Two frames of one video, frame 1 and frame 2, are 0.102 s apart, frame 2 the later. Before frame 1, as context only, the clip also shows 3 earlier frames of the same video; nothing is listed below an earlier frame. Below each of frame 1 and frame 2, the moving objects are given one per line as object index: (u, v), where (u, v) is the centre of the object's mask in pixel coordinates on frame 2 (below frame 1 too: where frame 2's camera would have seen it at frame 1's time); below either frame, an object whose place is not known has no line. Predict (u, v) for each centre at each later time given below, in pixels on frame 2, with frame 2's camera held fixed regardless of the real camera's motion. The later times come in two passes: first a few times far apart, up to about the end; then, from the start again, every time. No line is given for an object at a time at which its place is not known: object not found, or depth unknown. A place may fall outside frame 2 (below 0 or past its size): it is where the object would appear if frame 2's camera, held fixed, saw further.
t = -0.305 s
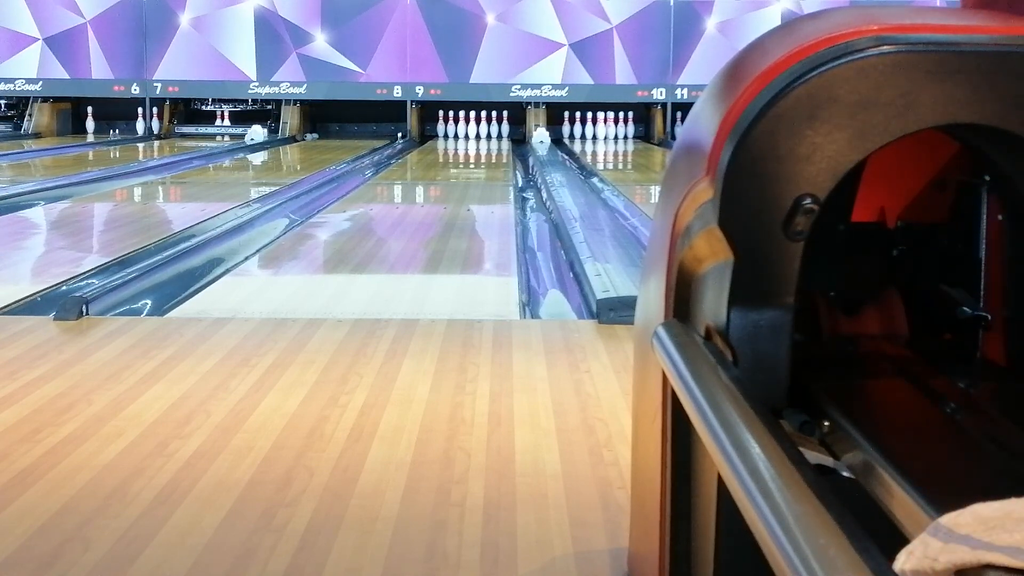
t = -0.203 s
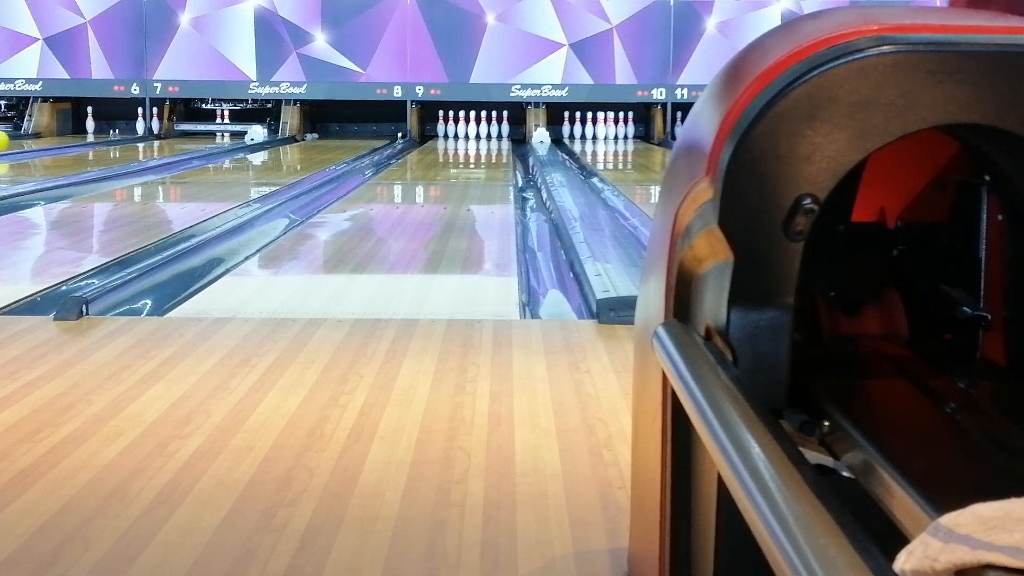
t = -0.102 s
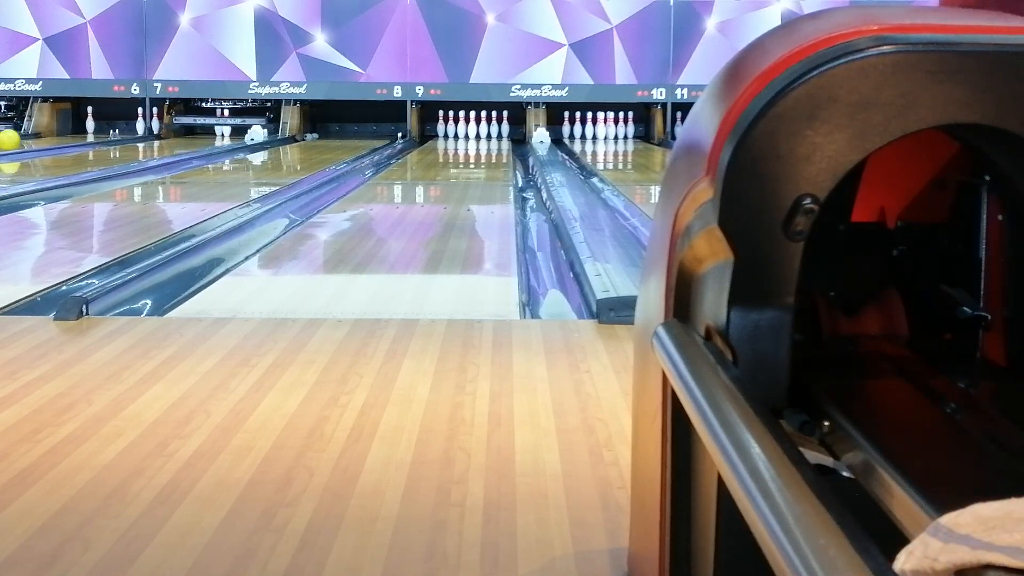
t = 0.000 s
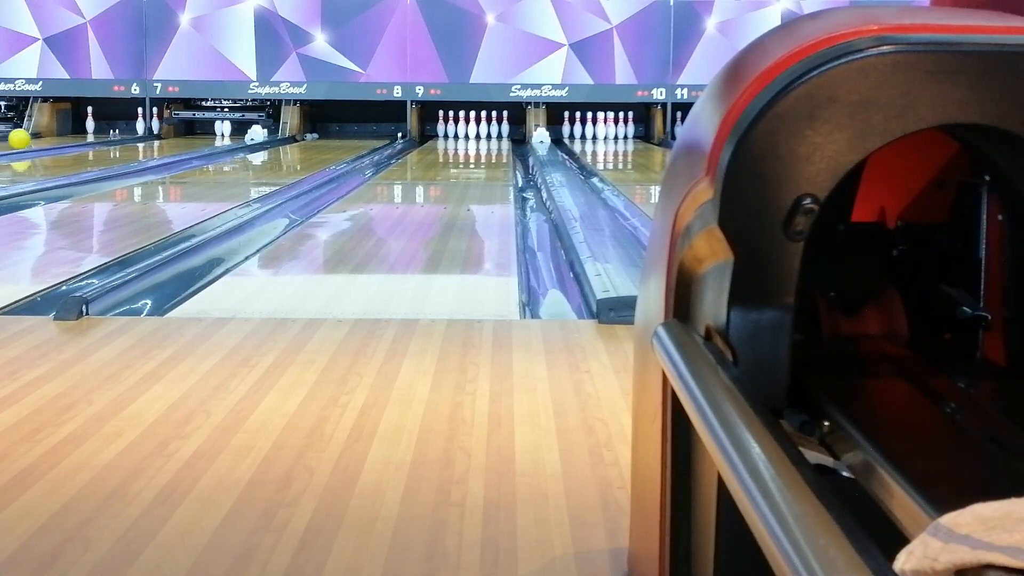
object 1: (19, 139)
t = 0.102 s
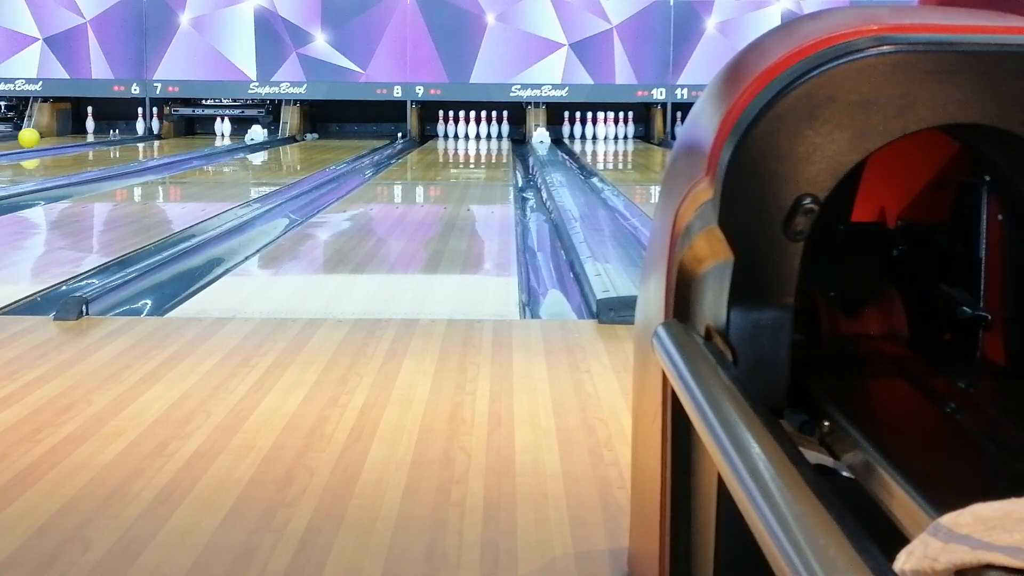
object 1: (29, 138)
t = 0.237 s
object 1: (40, 136)
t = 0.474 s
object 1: (59, 134)
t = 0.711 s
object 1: (75, 133)
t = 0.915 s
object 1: (88, 132)
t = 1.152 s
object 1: (102, 130)
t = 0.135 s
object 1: (32, 137)
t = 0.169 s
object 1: (35, 137)
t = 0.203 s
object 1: (38, 137)
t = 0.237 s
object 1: (40, 136)
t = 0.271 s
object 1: (43, 136)
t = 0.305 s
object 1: (45, 136)
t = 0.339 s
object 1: (48, 135)
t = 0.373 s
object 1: (51, 135)
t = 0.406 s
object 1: (59, 135)
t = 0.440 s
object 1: (59, 135)
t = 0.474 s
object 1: (59, 134)
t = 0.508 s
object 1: (61, 134)
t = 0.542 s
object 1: (63, 134)
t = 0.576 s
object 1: (66, 134)
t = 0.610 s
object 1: (68, 133)
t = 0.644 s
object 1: (70, 133)
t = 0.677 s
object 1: (73, 133)
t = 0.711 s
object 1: (75, 133)
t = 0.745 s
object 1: (77, 132)
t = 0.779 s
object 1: (79, 132)
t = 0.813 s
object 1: (81, 132)
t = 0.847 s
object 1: (83, 132)
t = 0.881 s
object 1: (86, 132)
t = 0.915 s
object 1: (88, 132)
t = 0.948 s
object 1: (90, 131)
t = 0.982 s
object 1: (92, 131)
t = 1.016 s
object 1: (95, 131)
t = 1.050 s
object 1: (97, 130)
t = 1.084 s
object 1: (99, 130)
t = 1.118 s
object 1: (101, 130)
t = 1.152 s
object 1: (102, 130)
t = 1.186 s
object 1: (104, 129)
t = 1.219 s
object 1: (106, 129)
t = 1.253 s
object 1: (107, 129)
